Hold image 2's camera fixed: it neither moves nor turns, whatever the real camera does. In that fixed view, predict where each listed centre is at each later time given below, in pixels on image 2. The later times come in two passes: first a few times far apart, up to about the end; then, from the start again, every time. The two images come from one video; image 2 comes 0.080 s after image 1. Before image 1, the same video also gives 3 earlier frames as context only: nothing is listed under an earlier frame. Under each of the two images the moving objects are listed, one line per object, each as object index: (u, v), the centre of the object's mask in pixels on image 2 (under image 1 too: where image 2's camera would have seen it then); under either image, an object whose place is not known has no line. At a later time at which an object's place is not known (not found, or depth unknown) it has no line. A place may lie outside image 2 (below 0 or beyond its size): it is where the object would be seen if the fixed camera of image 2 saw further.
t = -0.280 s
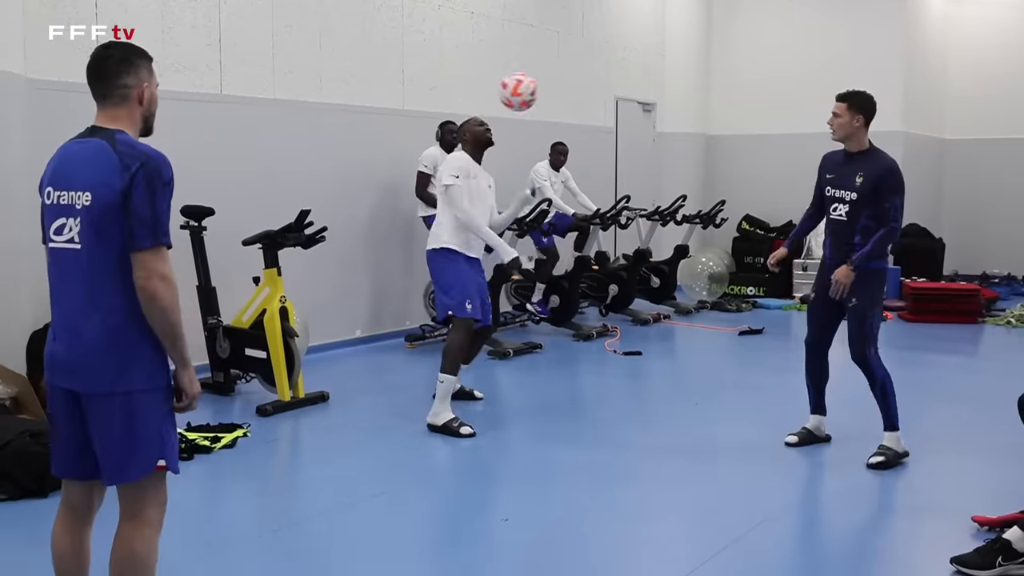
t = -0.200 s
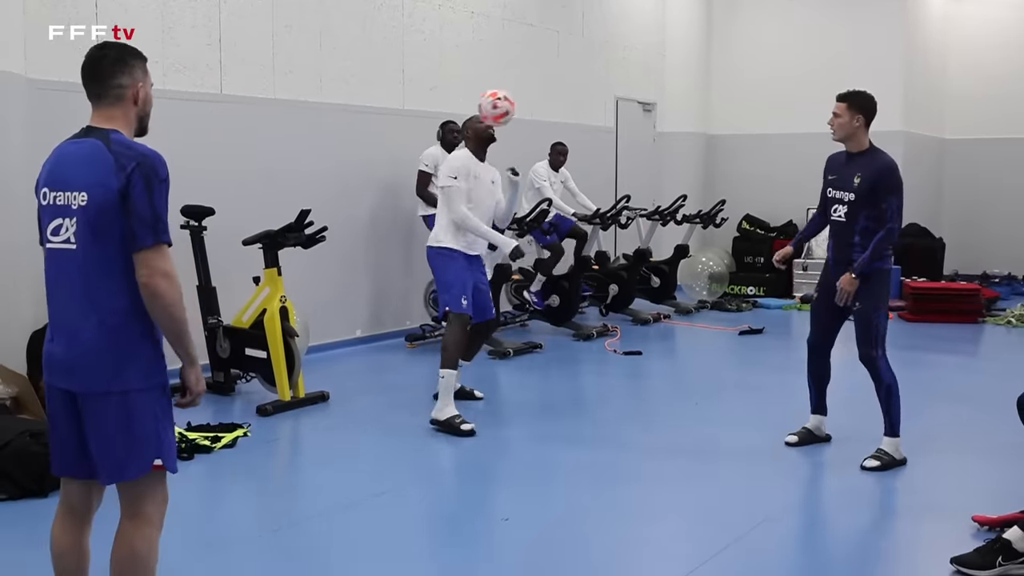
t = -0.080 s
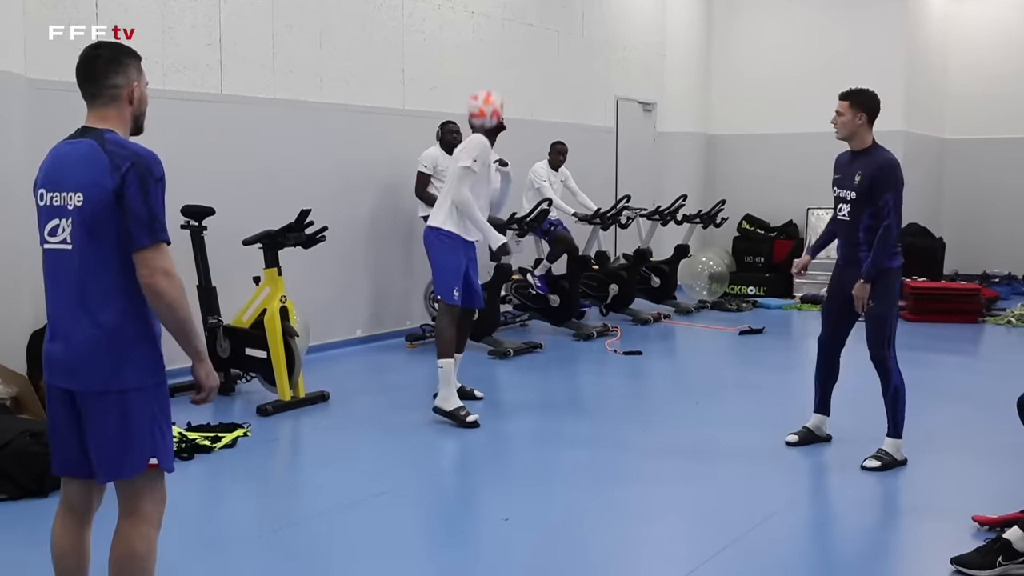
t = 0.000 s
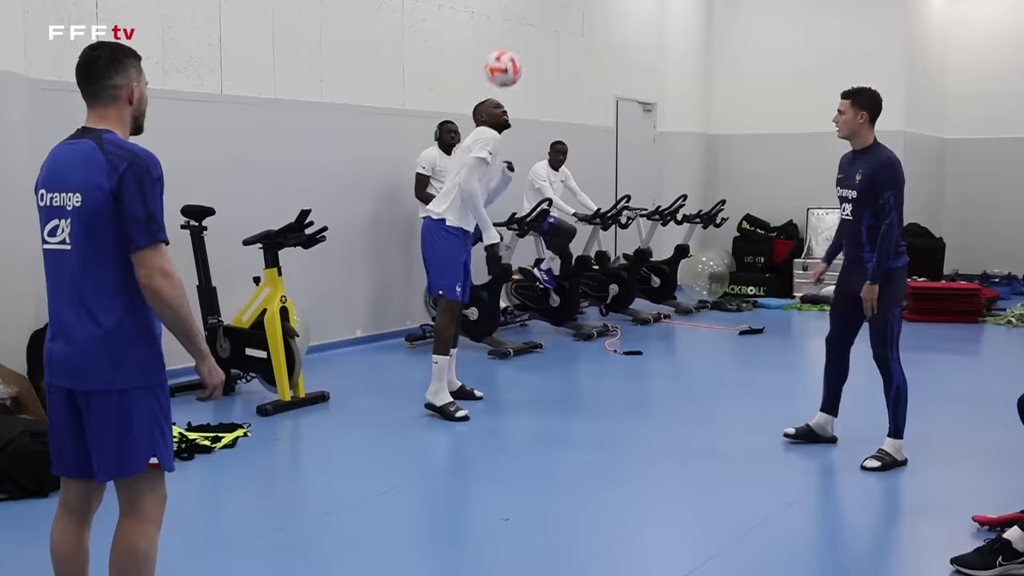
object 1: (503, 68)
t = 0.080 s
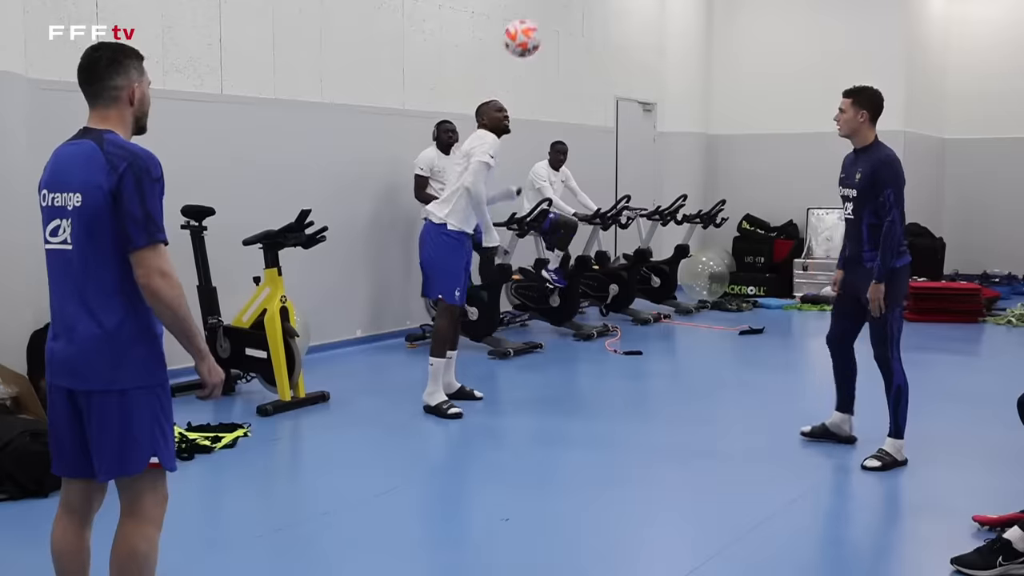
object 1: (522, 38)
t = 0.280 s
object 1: (569, 13)
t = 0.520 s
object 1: (628, 68)
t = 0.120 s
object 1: (531, 27)
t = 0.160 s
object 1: (541, 19)
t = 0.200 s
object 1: (551, 15)
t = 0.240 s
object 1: (560, 13)
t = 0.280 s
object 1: (569, 13)
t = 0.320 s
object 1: (580, 14)
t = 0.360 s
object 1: (589, 18)
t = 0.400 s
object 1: (599, 26)
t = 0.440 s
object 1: (608, 36)
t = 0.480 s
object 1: (619, 51)
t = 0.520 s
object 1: (628, 68)
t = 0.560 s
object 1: (640, 90)
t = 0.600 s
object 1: (647, 112)
